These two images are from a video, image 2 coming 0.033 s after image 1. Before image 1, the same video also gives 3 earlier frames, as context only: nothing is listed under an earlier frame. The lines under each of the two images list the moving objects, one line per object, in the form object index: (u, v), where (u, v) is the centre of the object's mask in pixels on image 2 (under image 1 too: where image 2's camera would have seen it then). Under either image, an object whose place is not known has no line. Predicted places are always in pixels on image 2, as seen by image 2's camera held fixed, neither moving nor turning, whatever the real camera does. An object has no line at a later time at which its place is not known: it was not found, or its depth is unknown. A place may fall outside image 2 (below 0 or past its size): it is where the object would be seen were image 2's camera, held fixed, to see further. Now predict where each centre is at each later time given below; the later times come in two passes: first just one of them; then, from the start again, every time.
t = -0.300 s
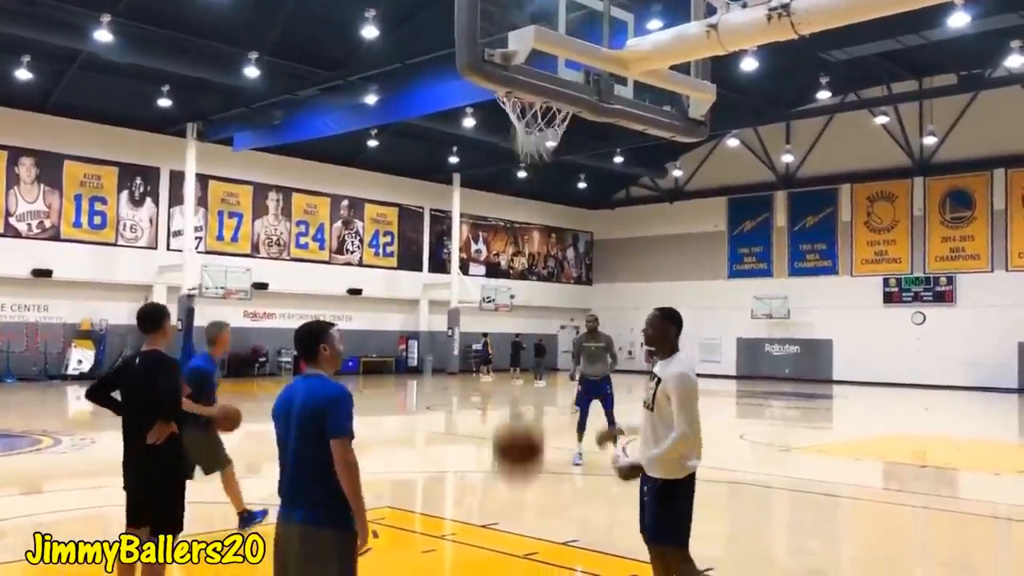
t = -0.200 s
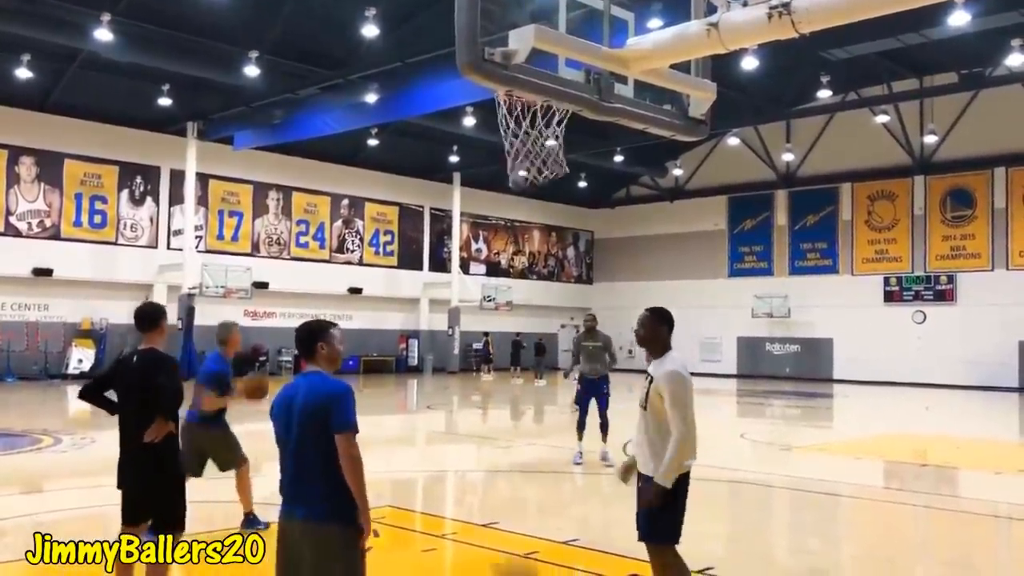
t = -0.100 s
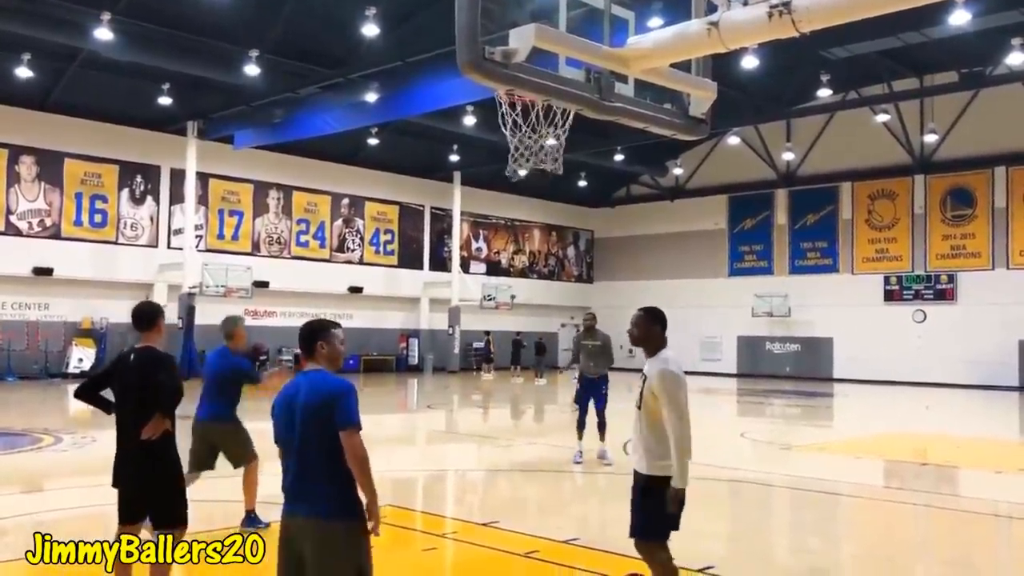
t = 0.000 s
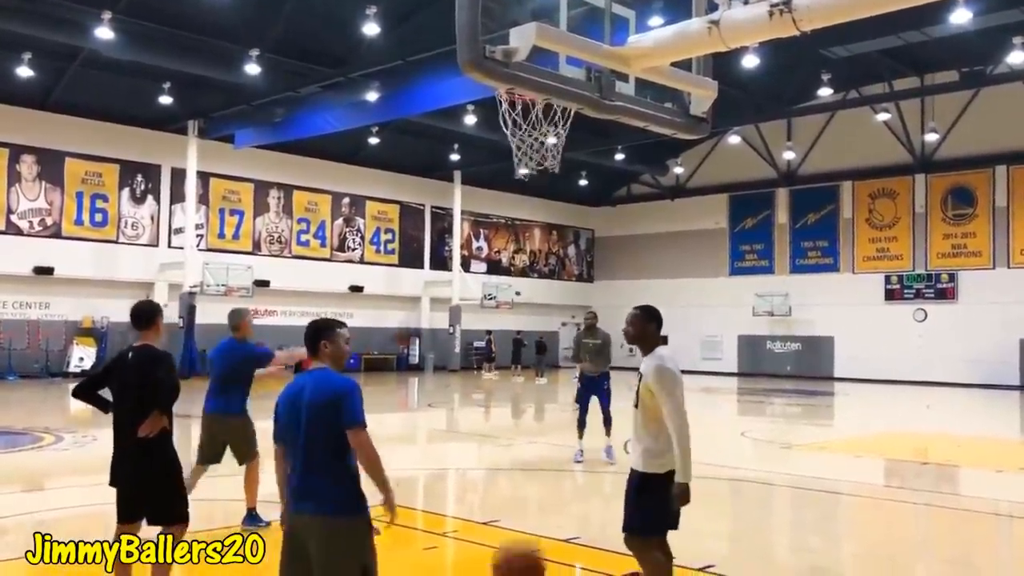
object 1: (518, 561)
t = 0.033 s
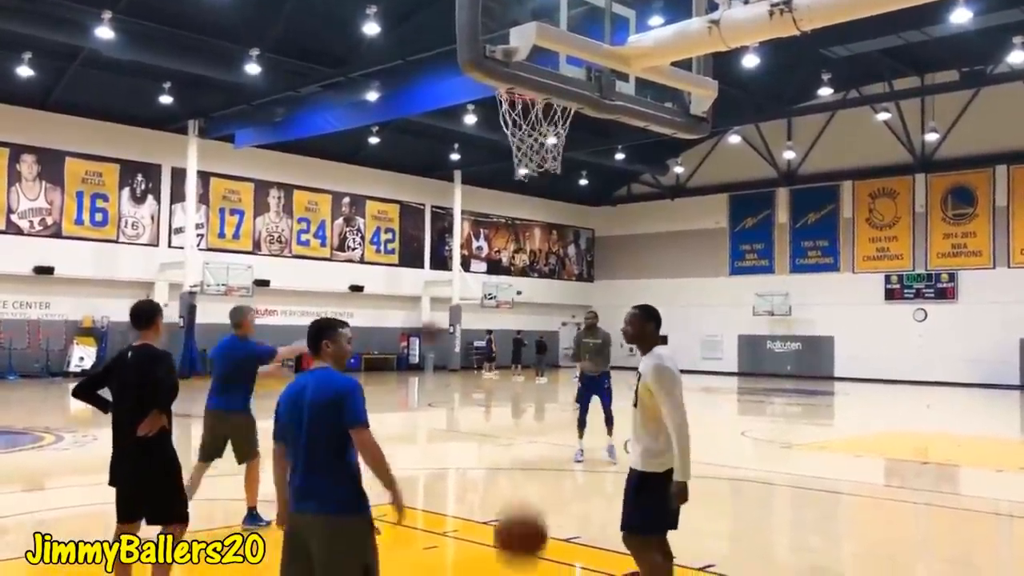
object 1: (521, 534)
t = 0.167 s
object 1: (526, 430)
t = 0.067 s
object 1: (522, 504)
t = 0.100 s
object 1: (523, 477)
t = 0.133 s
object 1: (524, 452)
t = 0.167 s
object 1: (526, 430)
